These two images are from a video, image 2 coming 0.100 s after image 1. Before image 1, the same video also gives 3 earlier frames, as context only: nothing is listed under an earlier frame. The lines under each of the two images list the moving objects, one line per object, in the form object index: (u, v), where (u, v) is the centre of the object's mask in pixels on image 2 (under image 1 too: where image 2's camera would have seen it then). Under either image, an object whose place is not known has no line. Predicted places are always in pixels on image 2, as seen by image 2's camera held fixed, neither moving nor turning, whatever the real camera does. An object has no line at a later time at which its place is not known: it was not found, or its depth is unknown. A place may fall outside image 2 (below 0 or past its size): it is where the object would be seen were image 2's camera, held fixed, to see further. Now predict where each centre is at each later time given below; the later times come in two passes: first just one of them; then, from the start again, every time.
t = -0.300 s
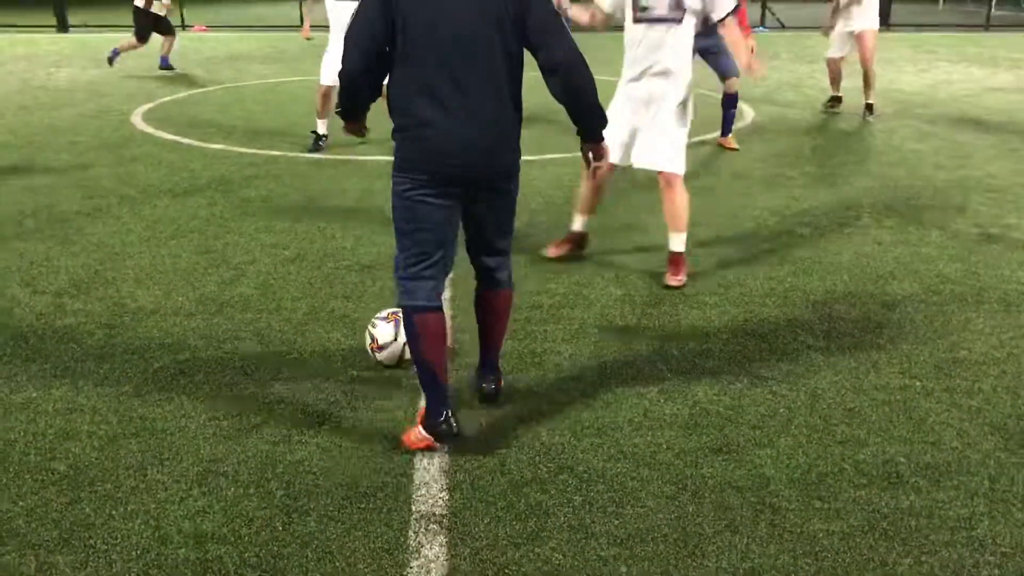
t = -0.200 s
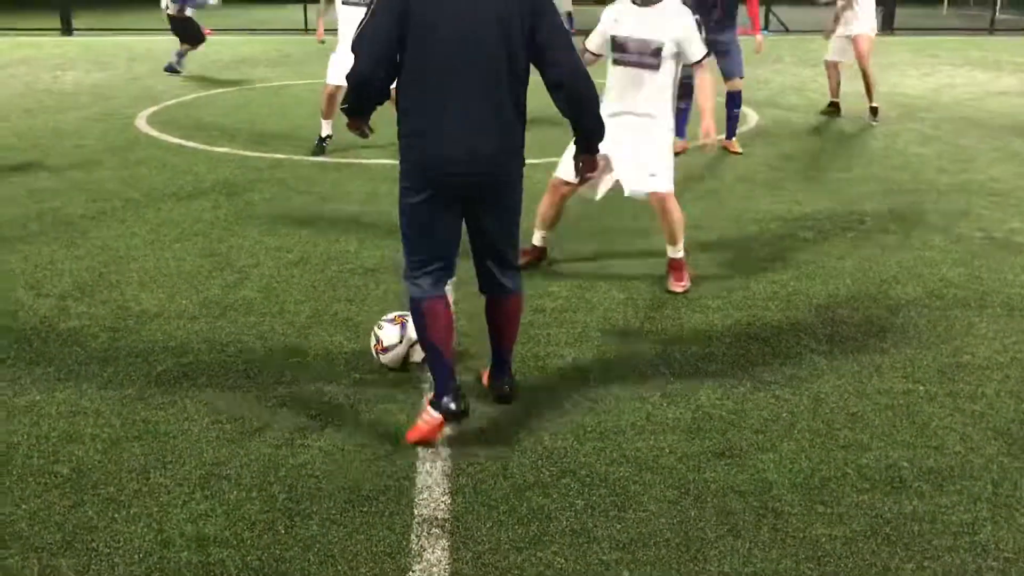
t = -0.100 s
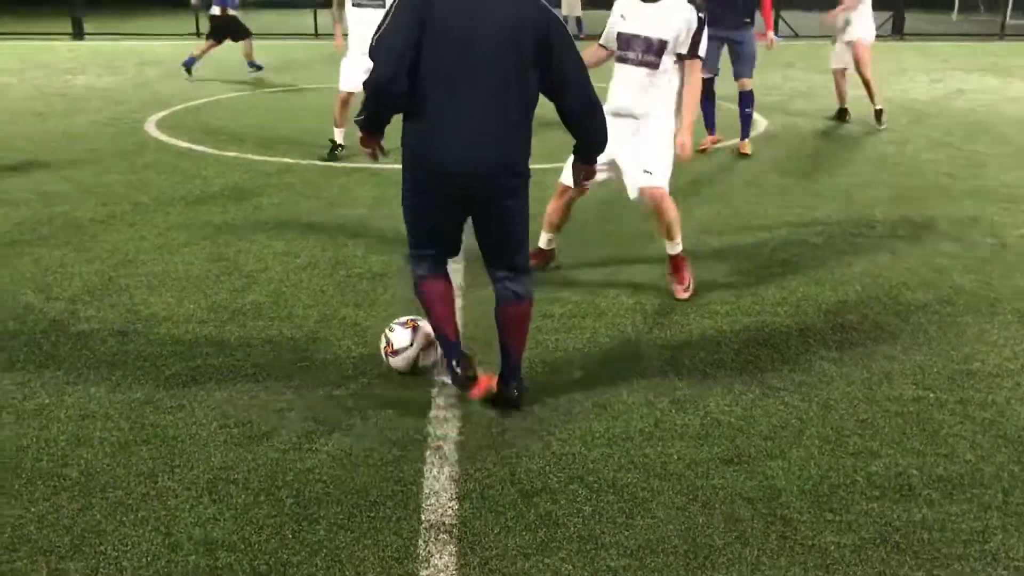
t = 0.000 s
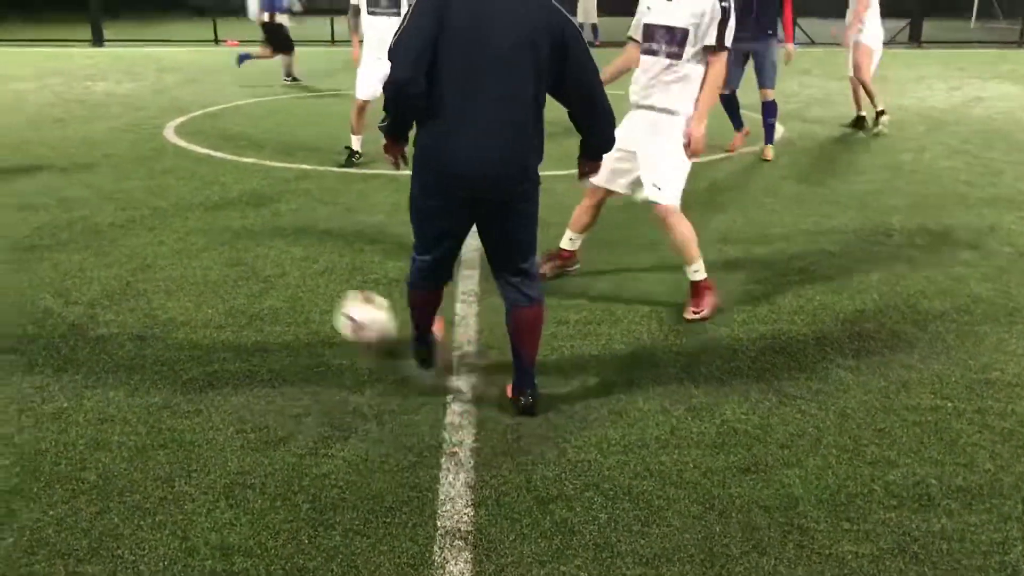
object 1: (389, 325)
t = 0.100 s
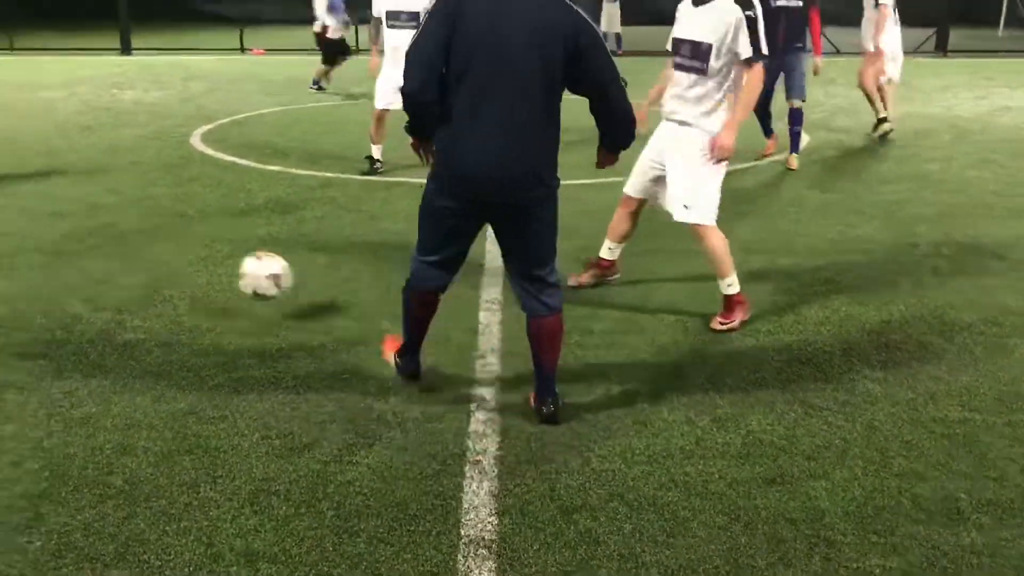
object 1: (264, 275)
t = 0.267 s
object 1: (114, 249)
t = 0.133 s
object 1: (230, 266)
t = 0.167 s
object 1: (198, 259)
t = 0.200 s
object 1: (167, 254)
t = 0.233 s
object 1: (140, 252)
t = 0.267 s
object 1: (114, 249)
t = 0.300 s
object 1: (92, 237)
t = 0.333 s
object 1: (71, 227)
